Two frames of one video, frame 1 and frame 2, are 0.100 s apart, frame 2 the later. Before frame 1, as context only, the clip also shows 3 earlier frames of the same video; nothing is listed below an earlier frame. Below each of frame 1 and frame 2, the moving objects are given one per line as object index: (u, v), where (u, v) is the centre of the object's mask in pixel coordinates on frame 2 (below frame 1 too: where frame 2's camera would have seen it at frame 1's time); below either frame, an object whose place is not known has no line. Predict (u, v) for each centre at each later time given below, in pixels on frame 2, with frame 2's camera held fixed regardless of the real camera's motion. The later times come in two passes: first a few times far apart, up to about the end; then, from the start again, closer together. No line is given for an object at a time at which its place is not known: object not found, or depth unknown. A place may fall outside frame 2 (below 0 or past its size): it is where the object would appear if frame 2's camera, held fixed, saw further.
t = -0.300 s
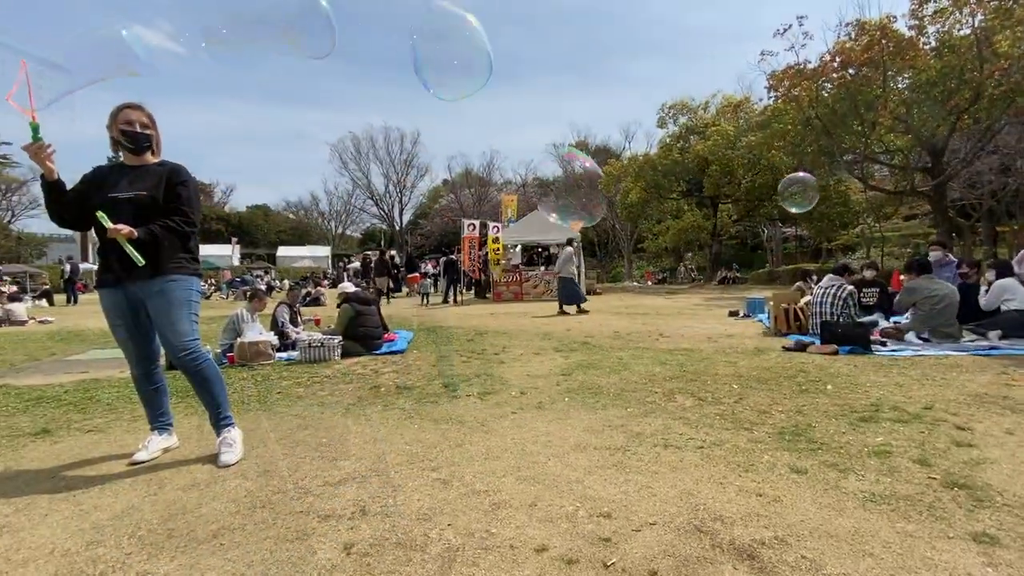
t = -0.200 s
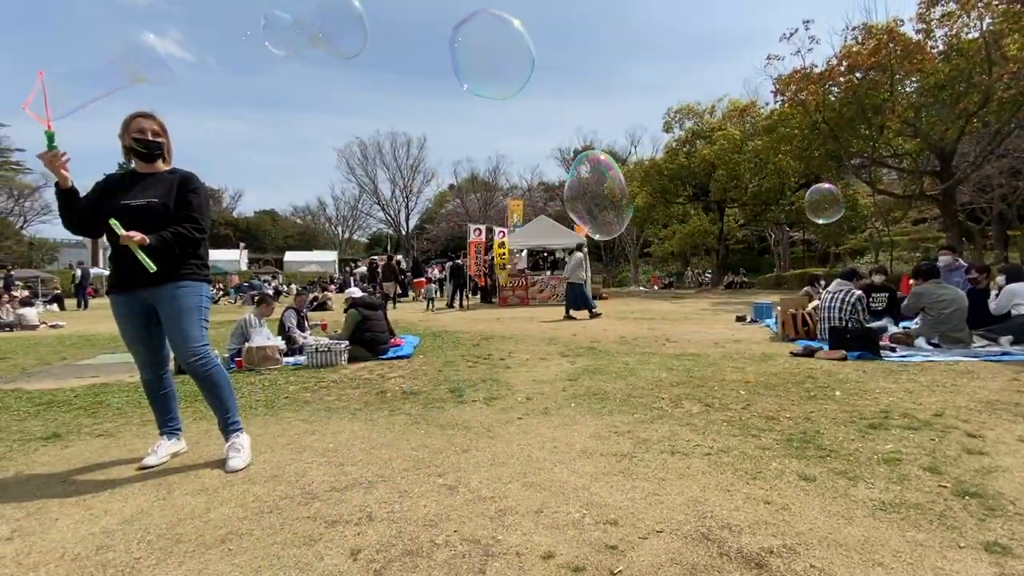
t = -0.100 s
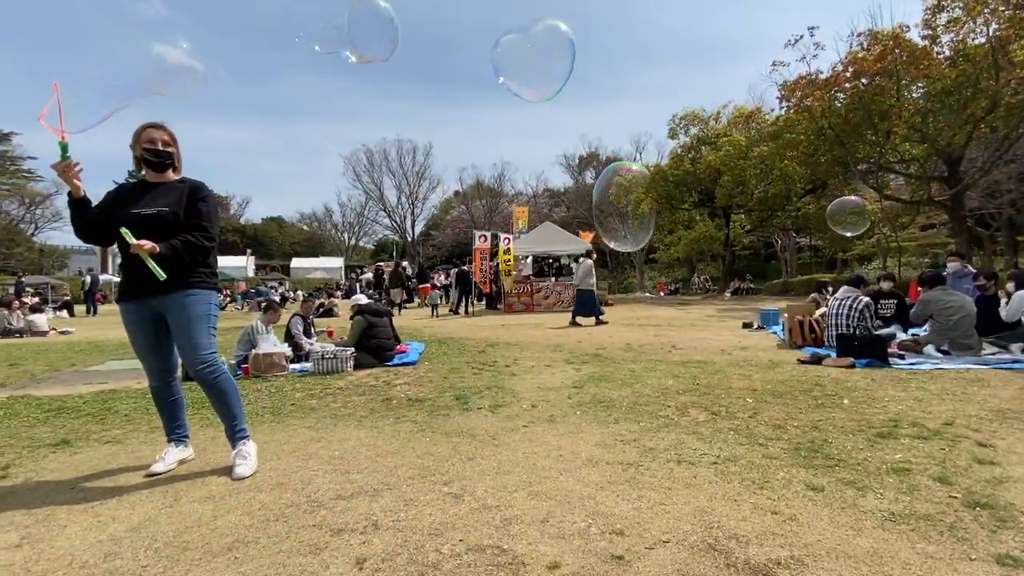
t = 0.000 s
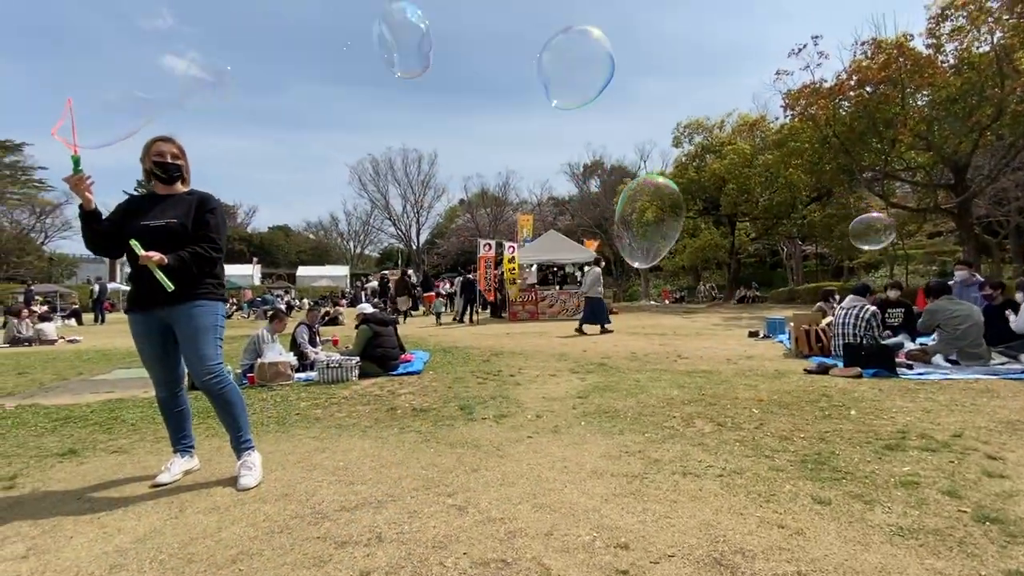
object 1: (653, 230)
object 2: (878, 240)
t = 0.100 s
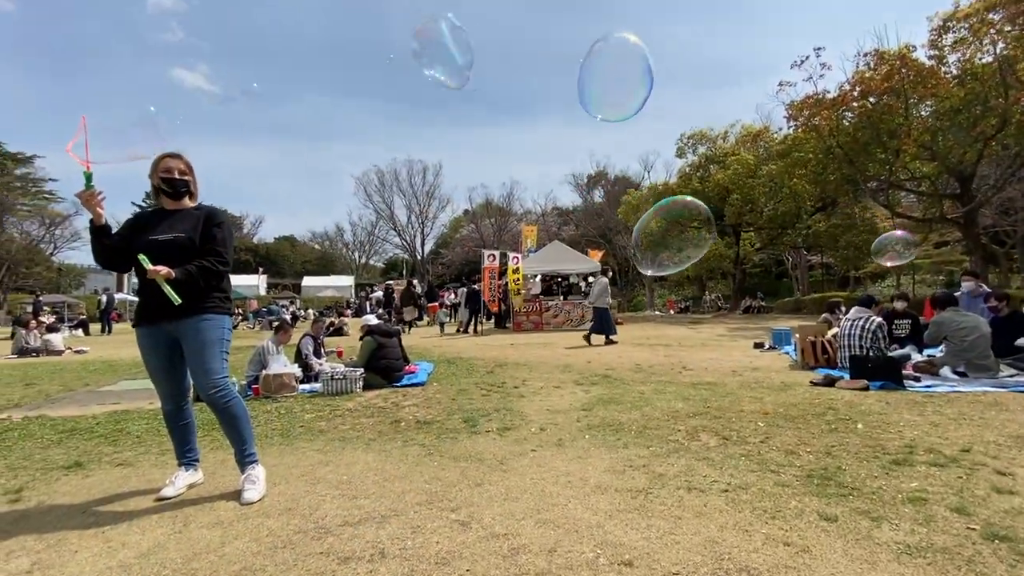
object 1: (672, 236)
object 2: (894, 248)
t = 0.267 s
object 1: (701, 246)
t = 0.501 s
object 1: (737, 256)
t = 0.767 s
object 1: (776, 264)
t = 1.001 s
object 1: (816, 267)
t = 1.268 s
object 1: (857, 269)
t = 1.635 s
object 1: (900, 274)
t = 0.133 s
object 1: (678, 238)
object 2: (900, 251)
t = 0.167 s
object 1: (685, 239)
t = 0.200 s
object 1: (691, 241)
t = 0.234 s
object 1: (696, 244)
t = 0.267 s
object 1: (701, 246)
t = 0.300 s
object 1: (707, 248)
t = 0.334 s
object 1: (711, 250)
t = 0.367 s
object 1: (716, 252)
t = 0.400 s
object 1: (721, 253)
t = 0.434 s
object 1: (726, 254)
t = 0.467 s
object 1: (731, 255)
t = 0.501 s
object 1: (737, 256)
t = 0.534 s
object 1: (742, 257)
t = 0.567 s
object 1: (748, 257)
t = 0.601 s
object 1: (753, 259)
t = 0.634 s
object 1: (757, 260)
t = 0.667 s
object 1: (762, 261)
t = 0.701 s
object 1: (767, 262)
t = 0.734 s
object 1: (772, 263)
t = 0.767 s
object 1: (776, 264)
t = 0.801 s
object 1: (782, 265)
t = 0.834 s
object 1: (788, 265)
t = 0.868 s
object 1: (793, 265)
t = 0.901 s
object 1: (799, 265)
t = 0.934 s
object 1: (805, 265)
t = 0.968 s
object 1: (811, 266)
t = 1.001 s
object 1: (816, 267)
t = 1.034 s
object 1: (821, 267)
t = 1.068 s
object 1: (826, 268)
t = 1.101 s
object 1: (831, 268)
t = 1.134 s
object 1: (836, 269)
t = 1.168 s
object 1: (841, 269)
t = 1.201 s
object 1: (847, 269)
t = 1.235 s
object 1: (852, 269)
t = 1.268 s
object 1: (857, 269)
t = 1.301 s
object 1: (860, 270)
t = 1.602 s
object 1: (897, 273)
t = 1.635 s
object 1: (900, 274)
